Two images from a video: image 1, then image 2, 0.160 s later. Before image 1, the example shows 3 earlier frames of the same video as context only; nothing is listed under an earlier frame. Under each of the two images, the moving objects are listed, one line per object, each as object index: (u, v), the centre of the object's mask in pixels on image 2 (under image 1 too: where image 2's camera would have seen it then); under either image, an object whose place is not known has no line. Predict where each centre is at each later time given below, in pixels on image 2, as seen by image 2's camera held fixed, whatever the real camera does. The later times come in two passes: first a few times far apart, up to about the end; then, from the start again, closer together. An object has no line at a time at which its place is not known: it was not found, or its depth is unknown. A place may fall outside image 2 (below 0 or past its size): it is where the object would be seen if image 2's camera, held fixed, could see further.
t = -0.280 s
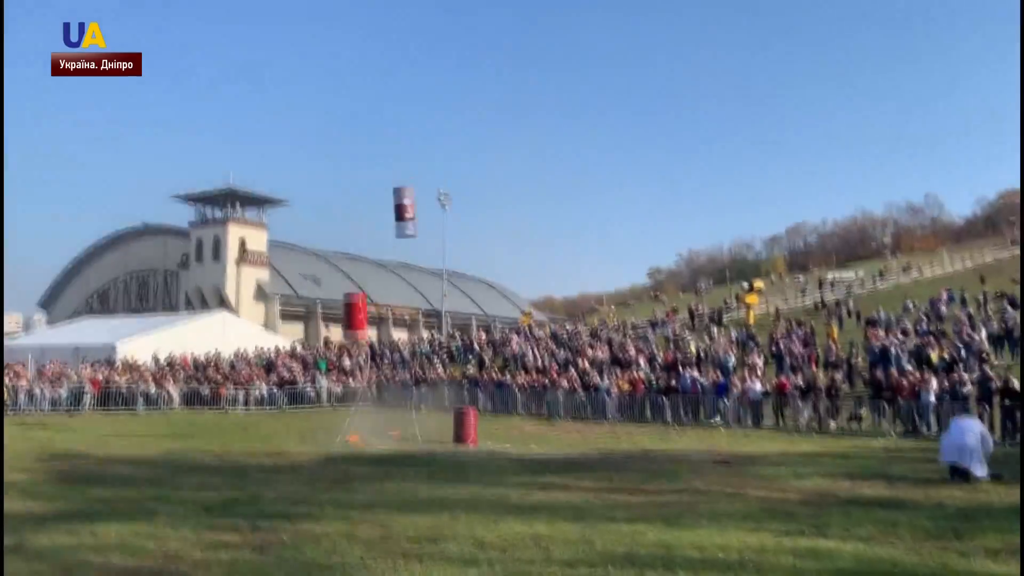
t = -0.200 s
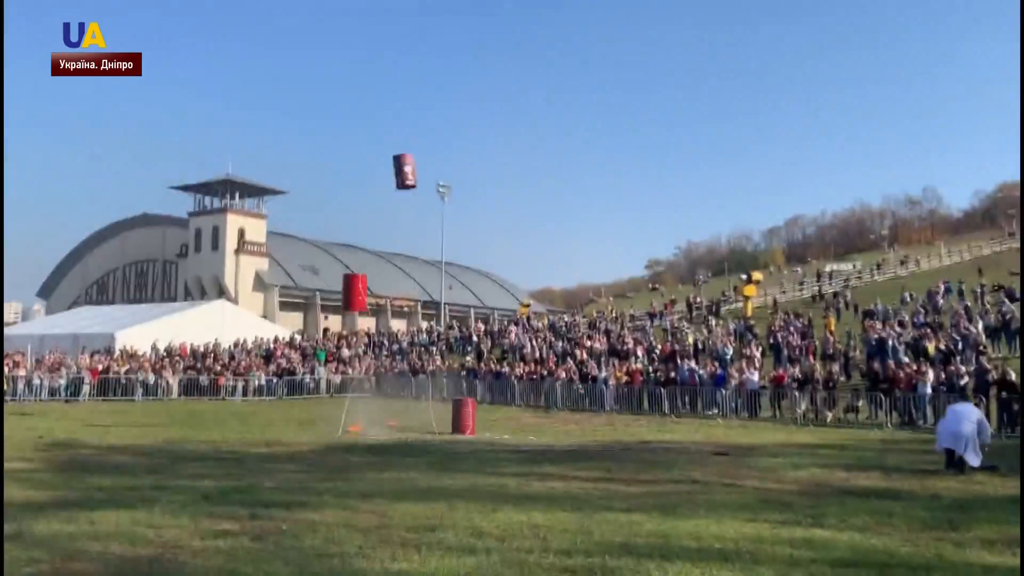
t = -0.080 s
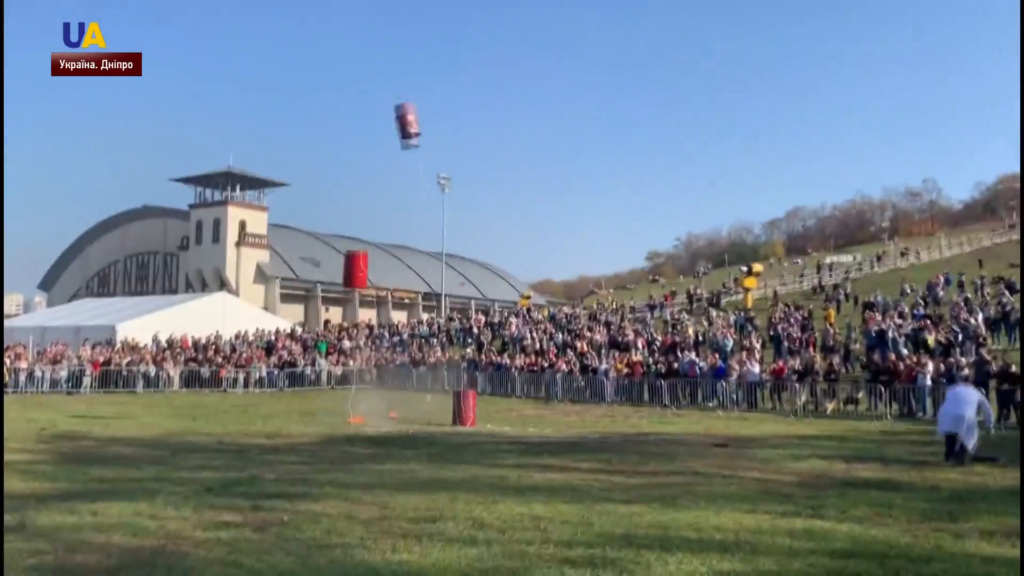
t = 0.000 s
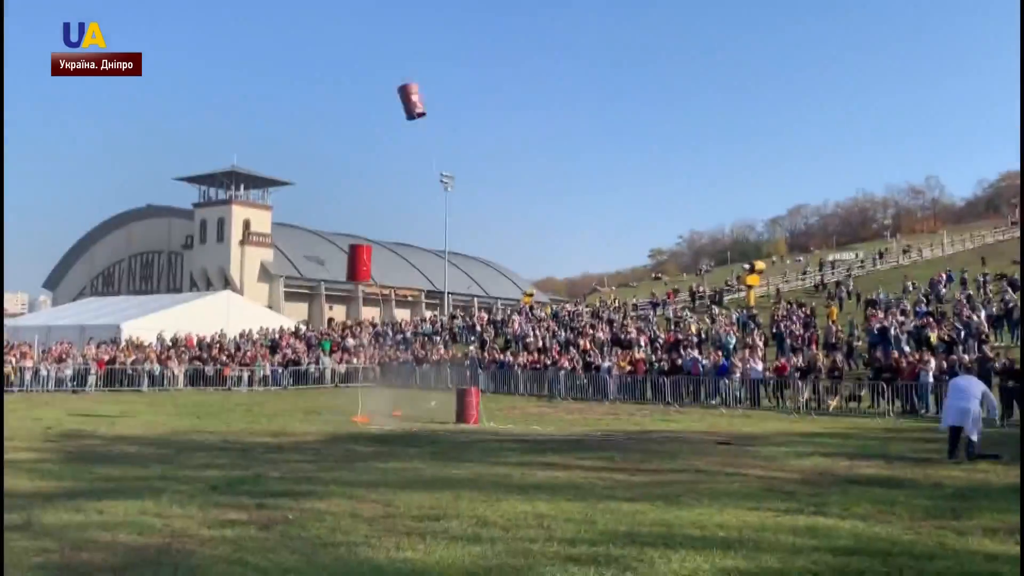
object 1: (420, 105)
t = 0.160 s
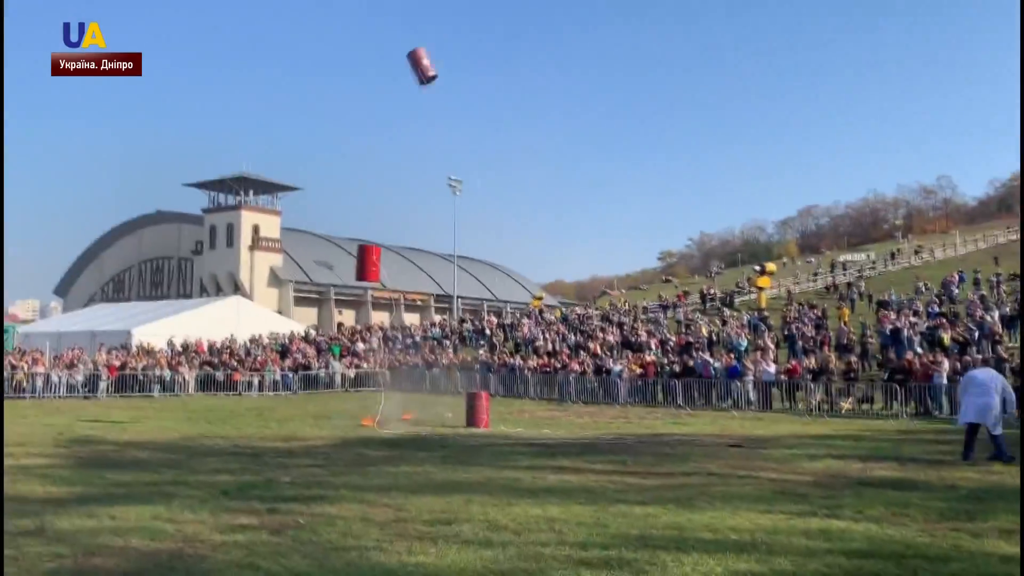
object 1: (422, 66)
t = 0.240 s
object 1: (423, 51)
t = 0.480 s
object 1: (426, 18)
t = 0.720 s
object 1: (428, 6)
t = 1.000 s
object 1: (430, 17)
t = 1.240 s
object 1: (433, 48)
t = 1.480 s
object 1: (436, 96)
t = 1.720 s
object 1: (439, 167)
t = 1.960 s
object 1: (441, 258)
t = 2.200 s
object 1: (444, 366)
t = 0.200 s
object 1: (422, 59)
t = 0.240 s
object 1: (423, 51)
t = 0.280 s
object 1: (423, 44)
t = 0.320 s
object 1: (424, 38)
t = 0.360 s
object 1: (424, 32)
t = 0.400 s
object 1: (424, 27)
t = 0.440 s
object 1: (425, 22)
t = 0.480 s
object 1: (426, 18)
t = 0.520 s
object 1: (426, 15)
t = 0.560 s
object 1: (426, 12)
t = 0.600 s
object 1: (427, 10)
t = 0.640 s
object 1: (427, 8)
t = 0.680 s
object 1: (427, 7)
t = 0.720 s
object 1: (428, 6)
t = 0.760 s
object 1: (428, 6)
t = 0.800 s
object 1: (428, 7)
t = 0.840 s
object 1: (429, 7)
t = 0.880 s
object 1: (429, 9)
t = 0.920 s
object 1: (430, 12)
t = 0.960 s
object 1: (430, 14)
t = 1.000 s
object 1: (430, 17)
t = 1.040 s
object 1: (431, 21)
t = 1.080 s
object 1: (431, 25)
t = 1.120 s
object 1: (432, 30)
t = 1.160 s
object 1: (432, 35)
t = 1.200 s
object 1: (432, 42)
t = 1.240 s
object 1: (433, 48)
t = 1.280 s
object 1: (434, 55)
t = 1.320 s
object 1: (434, 63)
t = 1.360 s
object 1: (435, 70)
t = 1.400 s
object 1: (435, 80)
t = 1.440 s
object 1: (436, 88)
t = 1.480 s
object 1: (436, 96)
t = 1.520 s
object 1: (436, 108)
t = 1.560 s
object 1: (437, 122)
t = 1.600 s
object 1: (437, 131)
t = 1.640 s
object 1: (438, 141)
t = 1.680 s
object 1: (438, 152)
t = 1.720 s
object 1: (439, 167)
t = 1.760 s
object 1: (440, 183)
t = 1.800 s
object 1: (440, 196)
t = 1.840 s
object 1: (440, 208)
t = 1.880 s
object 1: (440, 221)
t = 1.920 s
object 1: (441, 239)
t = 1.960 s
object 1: (441, 258)
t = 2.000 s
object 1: (442, 274)
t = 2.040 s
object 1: (444, 287)
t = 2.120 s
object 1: (445, 326)
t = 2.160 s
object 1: (445, 342)
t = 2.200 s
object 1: (444, 366)
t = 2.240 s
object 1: (446, 390)
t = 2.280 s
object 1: (446, 406)
